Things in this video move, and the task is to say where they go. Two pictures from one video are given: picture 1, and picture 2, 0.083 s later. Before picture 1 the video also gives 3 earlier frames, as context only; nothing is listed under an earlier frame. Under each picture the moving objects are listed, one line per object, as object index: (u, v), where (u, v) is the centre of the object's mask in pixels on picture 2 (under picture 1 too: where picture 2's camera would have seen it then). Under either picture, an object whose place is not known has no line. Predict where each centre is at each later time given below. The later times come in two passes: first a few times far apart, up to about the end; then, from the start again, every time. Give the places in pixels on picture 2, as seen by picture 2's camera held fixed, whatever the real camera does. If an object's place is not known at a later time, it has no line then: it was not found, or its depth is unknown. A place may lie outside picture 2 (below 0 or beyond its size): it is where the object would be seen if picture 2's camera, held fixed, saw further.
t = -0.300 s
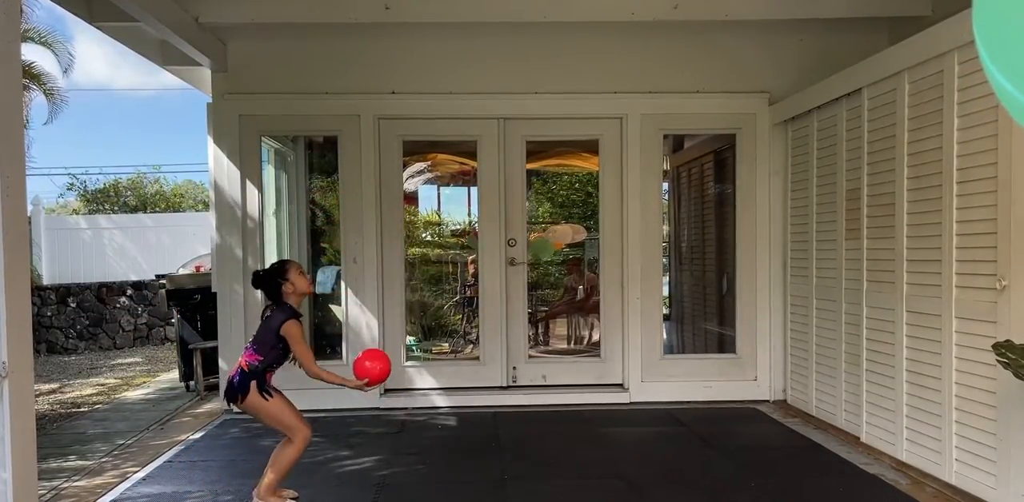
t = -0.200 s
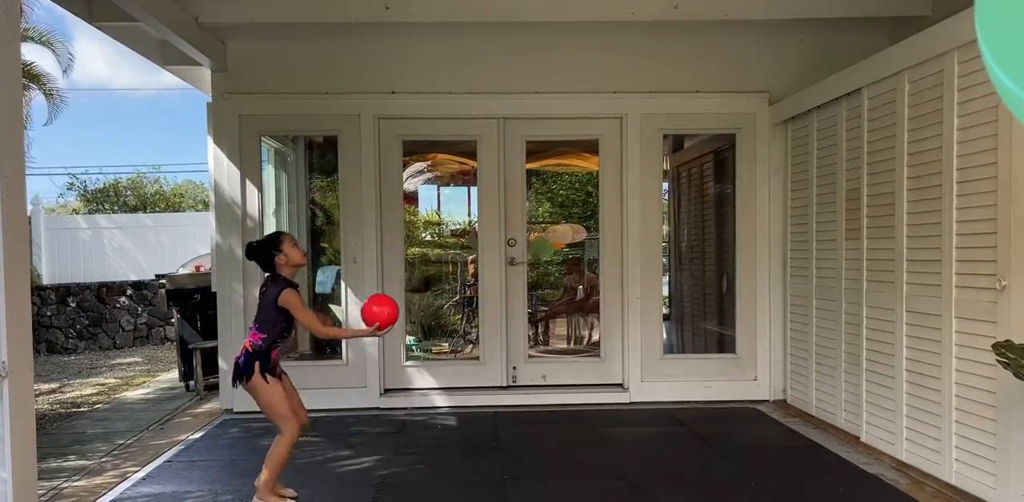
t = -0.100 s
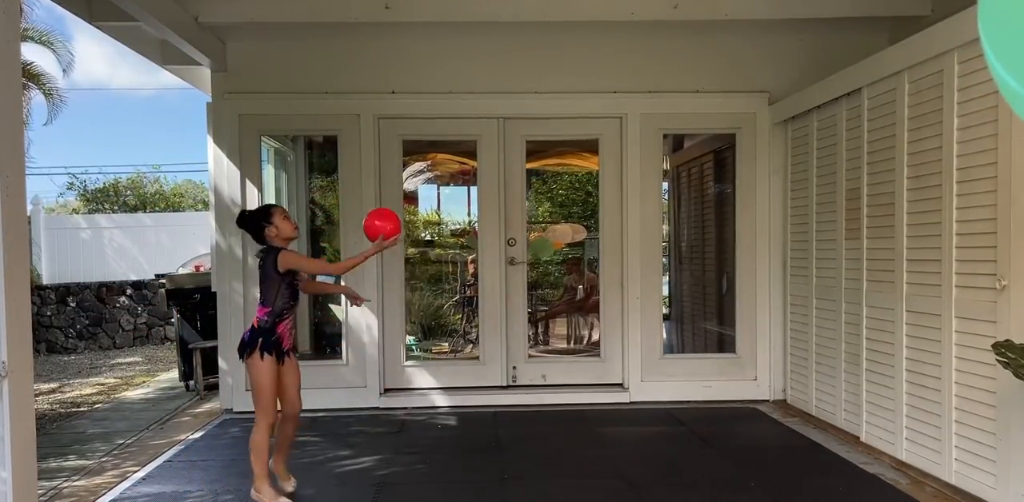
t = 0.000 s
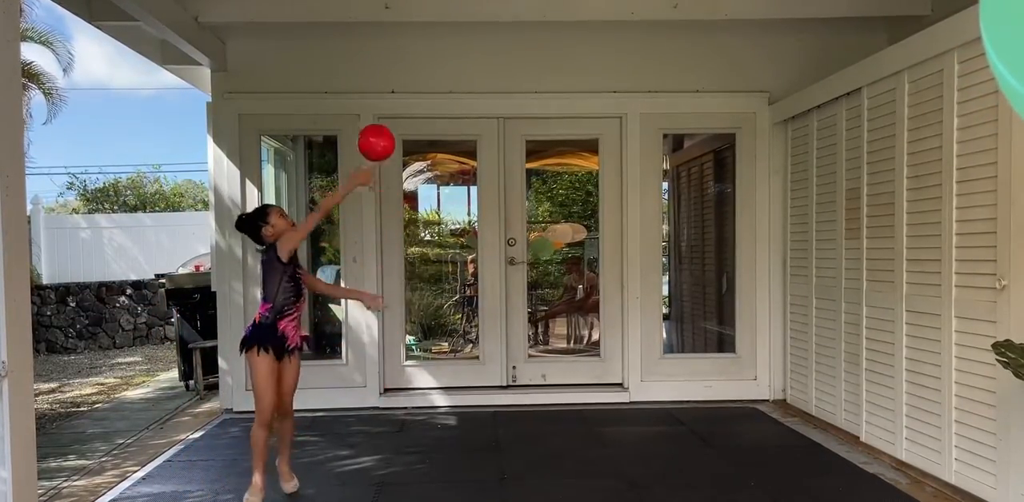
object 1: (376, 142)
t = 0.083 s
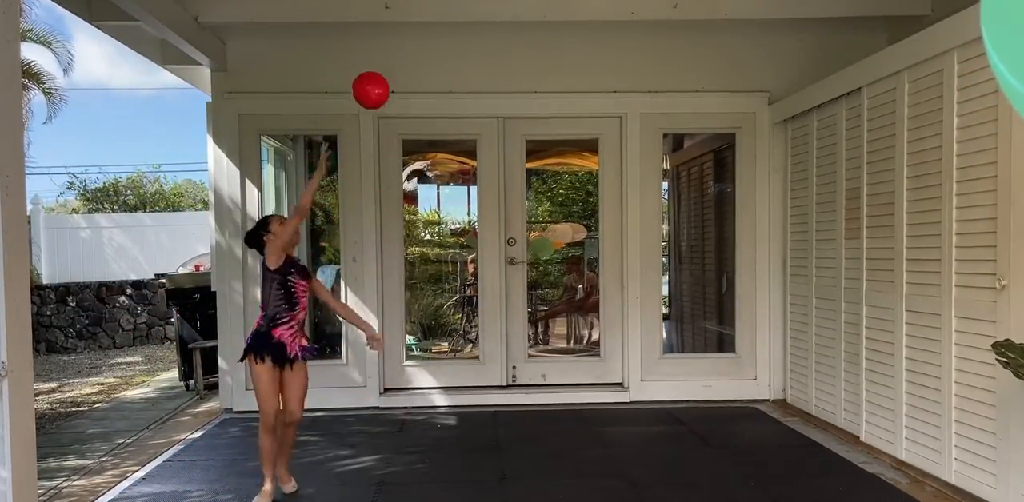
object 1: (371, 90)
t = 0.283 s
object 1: (361, 27)
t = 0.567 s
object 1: (350, 84)
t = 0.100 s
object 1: (370, 81)
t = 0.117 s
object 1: (369, 73)
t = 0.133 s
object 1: (368, 66)
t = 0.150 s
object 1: (367, 59)
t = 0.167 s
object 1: (366, 53)
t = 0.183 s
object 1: (365, 48)
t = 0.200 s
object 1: (365, 43)
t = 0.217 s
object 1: (364, 38)
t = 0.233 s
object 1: (363, 35)
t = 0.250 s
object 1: (362, 32)
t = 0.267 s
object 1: (361, 29)
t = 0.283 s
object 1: (361, 27)
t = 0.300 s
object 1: (360, 26)
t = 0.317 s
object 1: (359, 25)
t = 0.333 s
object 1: (358, 25)
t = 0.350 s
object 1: (358, 26)
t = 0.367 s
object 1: (357, 27)
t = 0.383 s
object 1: (356, 29)
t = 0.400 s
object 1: (356, 31)
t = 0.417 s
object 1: (355, 34)
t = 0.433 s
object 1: (354, 37)
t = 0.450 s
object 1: (354, 41)
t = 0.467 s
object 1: (353, 45)
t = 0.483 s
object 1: (352, 51)
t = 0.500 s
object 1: (352, 56)
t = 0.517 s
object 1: (351, 62)
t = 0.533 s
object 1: (351, 69)
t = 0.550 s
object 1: (351, 76)
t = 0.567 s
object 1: (350, 84)
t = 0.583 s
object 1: (350, 93)
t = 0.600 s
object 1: (349, 102)
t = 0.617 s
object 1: (349, 111)
